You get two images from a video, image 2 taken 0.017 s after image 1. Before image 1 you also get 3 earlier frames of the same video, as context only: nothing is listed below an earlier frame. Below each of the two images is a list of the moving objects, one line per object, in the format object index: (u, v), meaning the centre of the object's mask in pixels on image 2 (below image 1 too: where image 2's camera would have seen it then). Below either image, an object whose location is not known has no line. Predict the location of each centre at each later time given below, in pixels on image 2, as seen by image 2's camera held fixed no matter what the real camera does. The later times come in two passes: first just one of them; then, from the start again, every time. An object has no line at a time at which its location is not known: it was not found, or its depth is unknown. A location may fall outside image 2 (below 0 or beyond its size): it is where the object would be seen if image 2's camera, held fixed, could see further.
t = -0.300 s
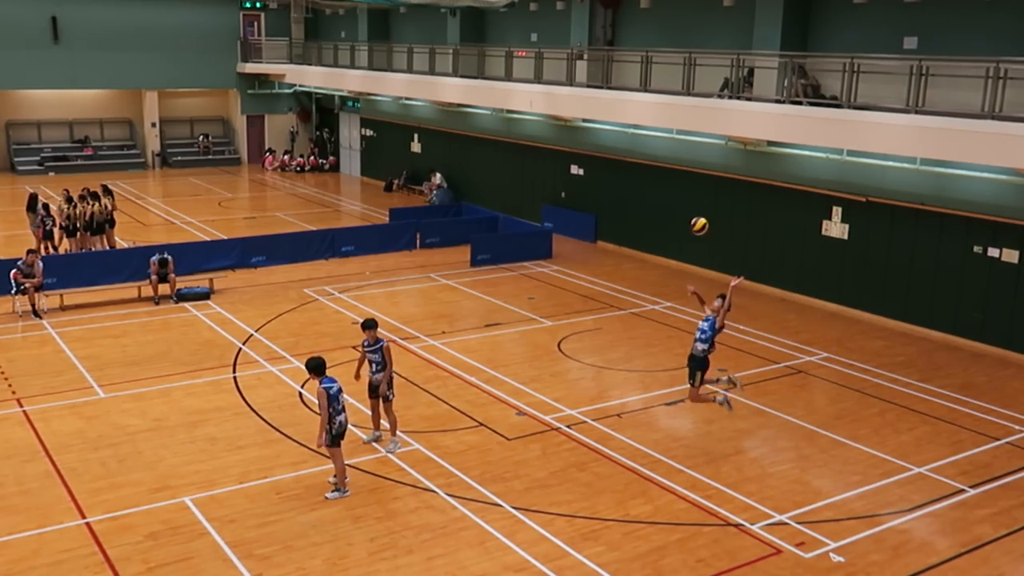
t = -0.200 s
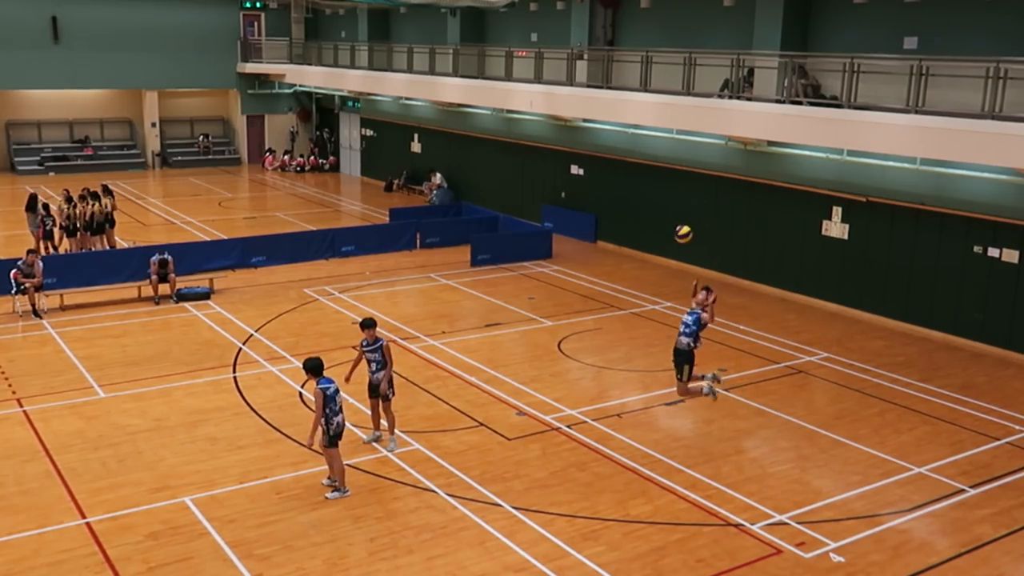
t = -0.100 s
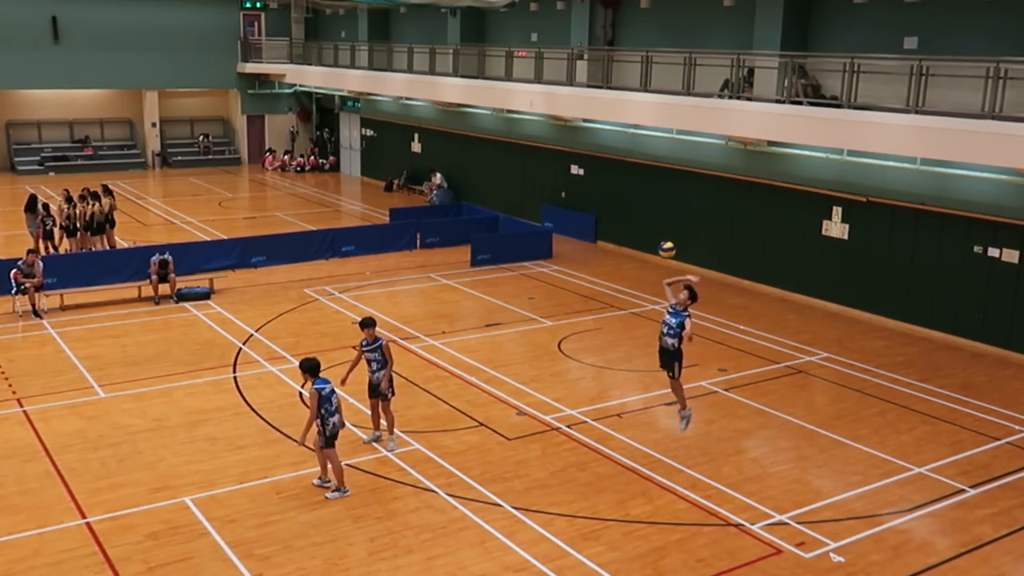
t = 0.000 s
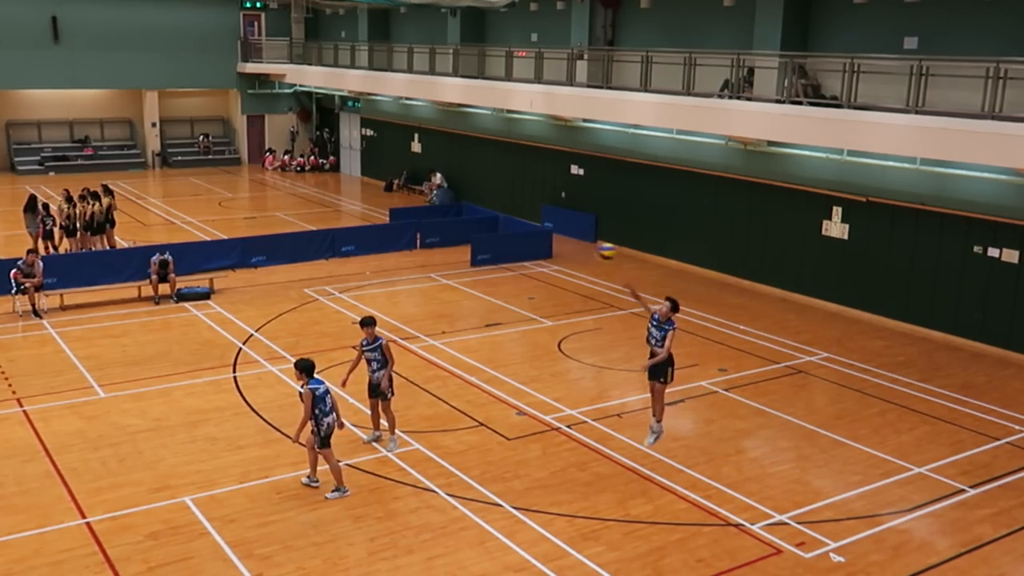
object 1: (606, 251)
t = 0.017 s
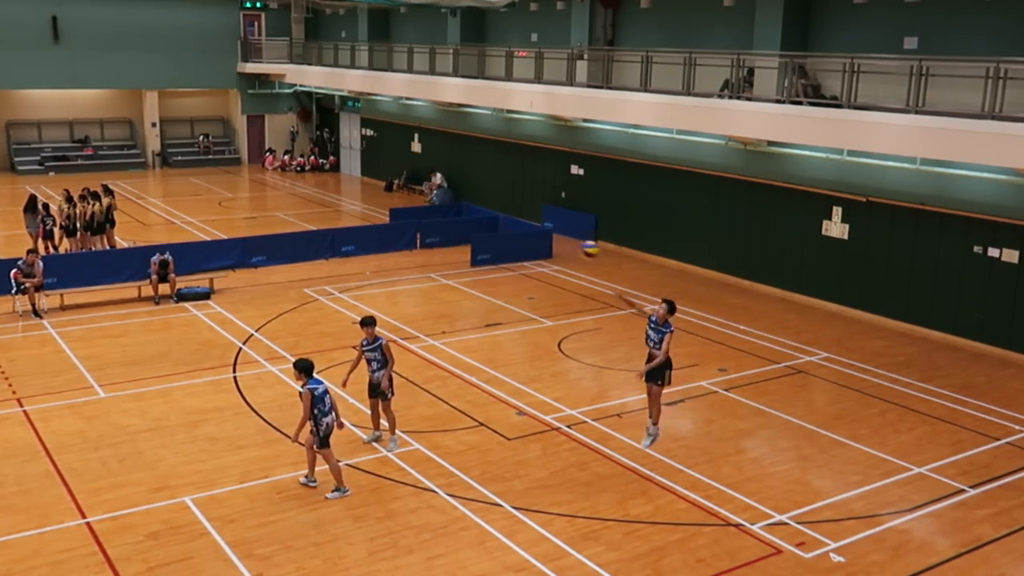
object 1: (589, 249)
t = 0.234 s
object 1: (325, 240)
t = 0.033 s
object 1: (572, 247)
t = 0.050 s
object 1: (553, 246)
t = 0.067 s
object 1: (535, 245)
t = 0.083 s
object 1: (515, 244)
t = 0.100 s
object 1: (496, 242)
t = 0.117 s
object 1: (477, 241)
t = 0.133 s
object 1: (456, 240)
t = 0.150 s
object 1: (435, 239)
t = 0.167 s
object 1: (414, 239)
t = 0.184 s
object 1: (393, 239)
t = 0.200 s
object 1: (372, 239)
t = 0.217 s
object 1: (349, 240)
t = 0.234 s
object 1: (325, 240)
